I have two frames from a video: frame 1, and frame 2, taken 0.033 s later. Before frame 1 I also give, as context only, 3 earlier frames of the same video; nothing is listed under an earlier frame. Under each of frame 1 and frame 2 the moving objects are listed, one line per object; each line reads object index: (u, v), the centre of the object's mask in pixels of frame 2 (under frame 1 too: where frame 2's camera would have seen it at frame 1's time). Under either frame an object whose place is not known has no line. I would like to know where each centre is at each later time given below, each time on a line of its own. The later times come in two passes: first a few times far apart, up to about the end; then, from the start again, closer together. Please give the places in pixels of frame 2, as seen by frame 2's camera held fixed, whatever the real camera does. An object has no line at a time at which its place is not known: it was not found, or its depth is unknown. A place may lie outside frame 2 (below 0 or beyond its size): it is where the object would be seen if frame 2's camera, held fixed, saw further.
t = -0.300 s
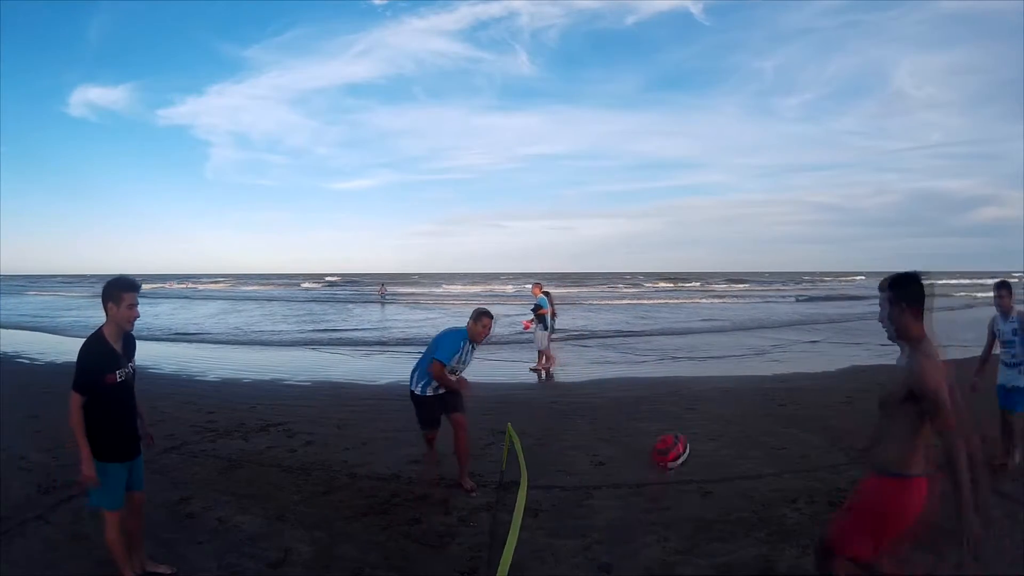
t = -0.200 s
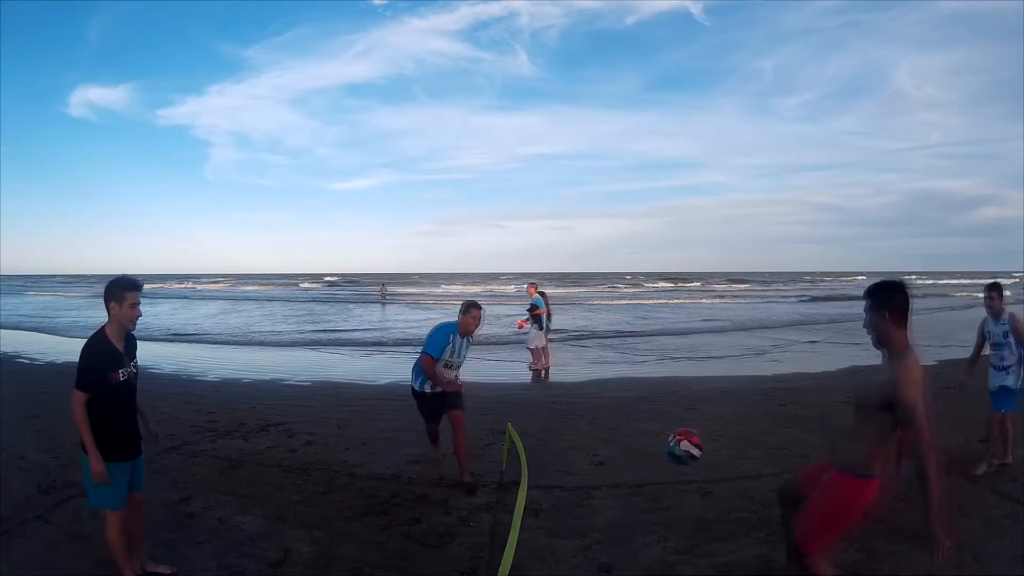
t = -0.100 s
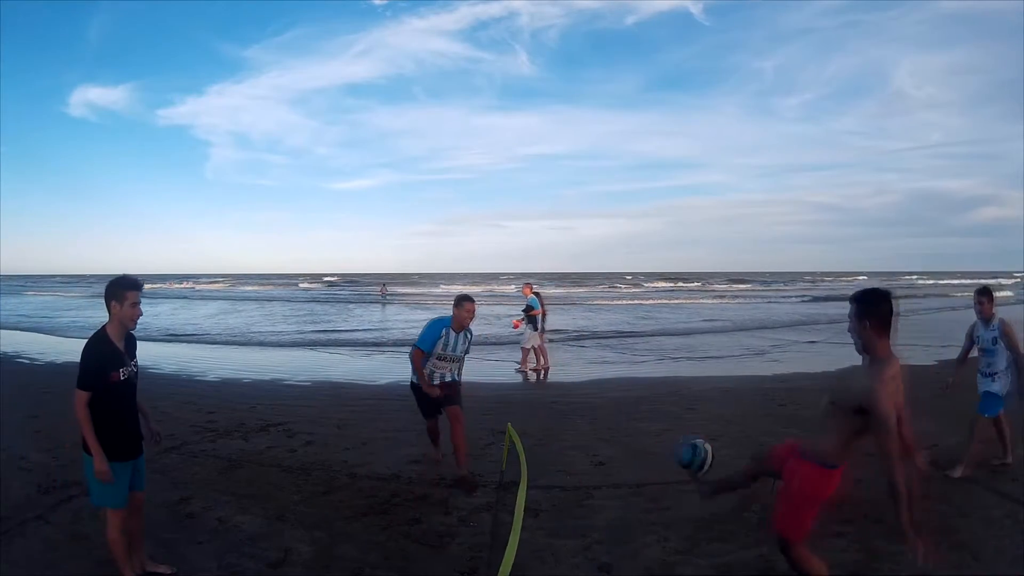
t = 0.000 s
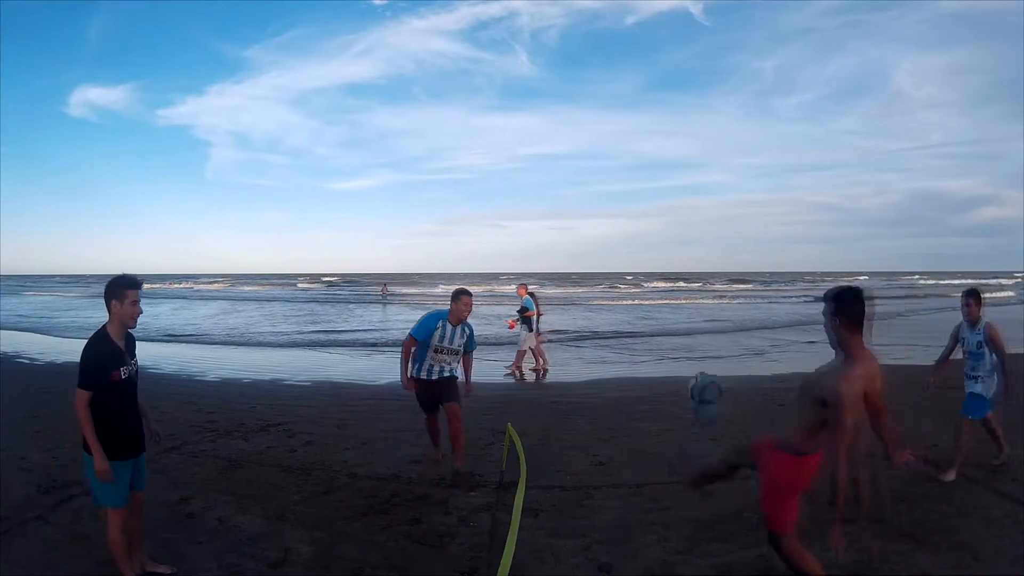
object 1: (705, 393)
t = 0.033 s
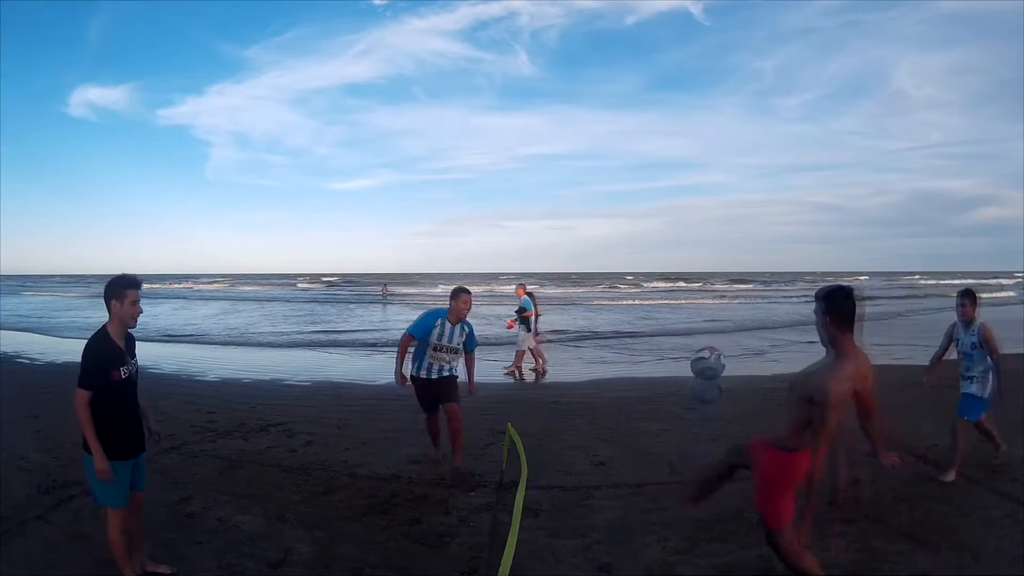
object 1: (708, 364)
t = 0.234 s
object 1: (718, 255)
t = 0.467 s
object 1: (734, 201)
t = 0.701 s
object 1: (755, 226)
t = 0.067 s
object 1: (705, 344)
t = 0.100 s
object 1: (712, 320)
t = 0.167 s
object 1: (715, 286)
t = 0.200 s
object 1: (717, 267)
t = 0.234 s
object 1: (718, 255)
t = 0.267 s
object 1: (720, 246)
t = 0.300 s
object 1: (722, 233)
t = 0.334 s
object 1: (724, 224)
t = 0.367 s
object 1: (727, 215)
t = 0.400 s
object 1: (729, 209)
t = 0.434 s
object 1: (731, 205)
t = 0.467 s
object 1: (734, 201)
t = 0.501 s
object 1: (738, 200)
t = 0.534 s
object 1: (740, 201)
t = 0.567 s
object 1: (743, 203)
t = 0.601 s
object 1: (746, 207)
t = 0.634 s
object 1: (748, 211)
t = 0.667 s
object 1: (751, 218)
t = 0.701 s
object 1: (755, 226)
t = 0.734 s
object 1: (758, 235)
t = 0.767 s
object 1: (761, 247)
